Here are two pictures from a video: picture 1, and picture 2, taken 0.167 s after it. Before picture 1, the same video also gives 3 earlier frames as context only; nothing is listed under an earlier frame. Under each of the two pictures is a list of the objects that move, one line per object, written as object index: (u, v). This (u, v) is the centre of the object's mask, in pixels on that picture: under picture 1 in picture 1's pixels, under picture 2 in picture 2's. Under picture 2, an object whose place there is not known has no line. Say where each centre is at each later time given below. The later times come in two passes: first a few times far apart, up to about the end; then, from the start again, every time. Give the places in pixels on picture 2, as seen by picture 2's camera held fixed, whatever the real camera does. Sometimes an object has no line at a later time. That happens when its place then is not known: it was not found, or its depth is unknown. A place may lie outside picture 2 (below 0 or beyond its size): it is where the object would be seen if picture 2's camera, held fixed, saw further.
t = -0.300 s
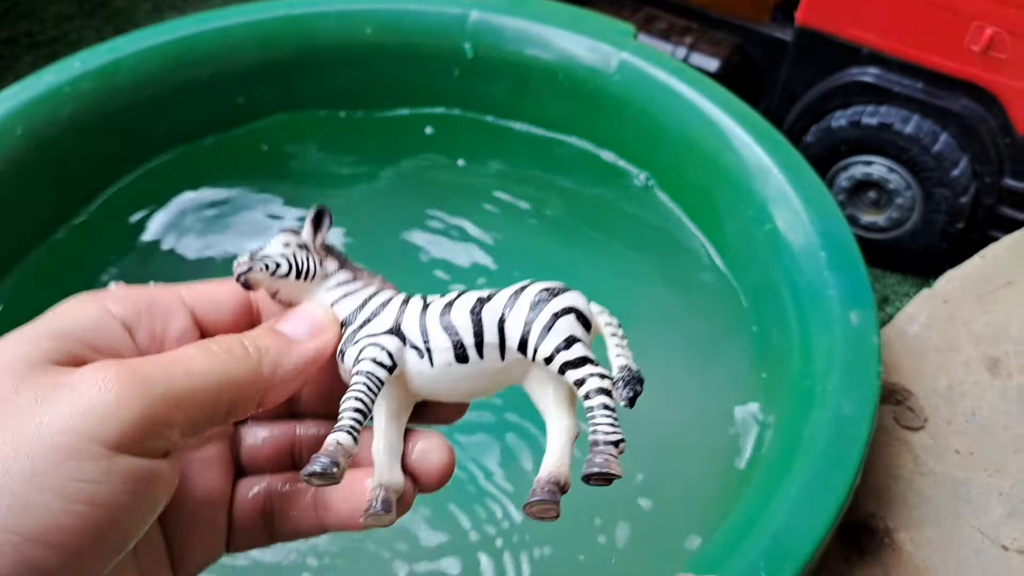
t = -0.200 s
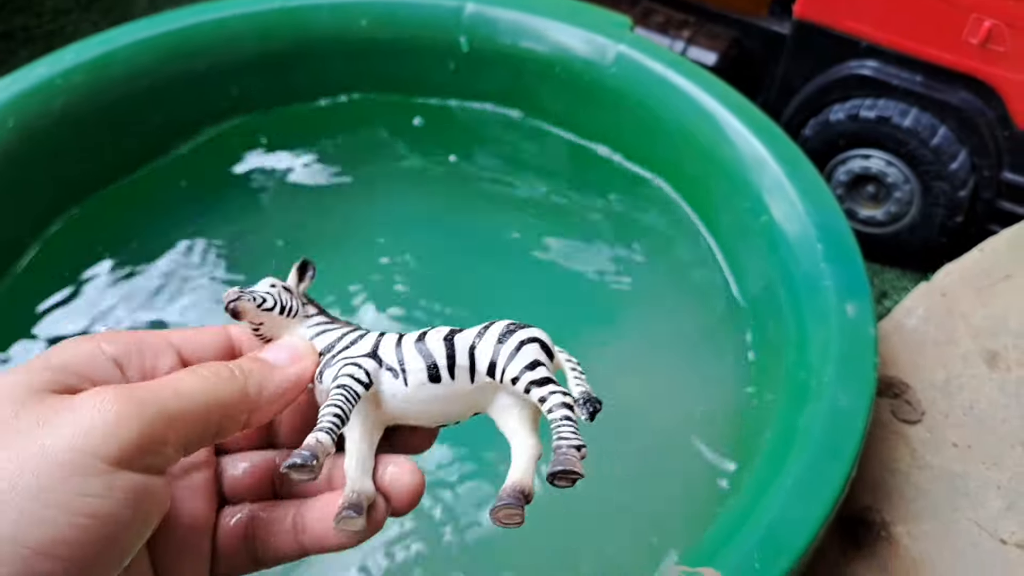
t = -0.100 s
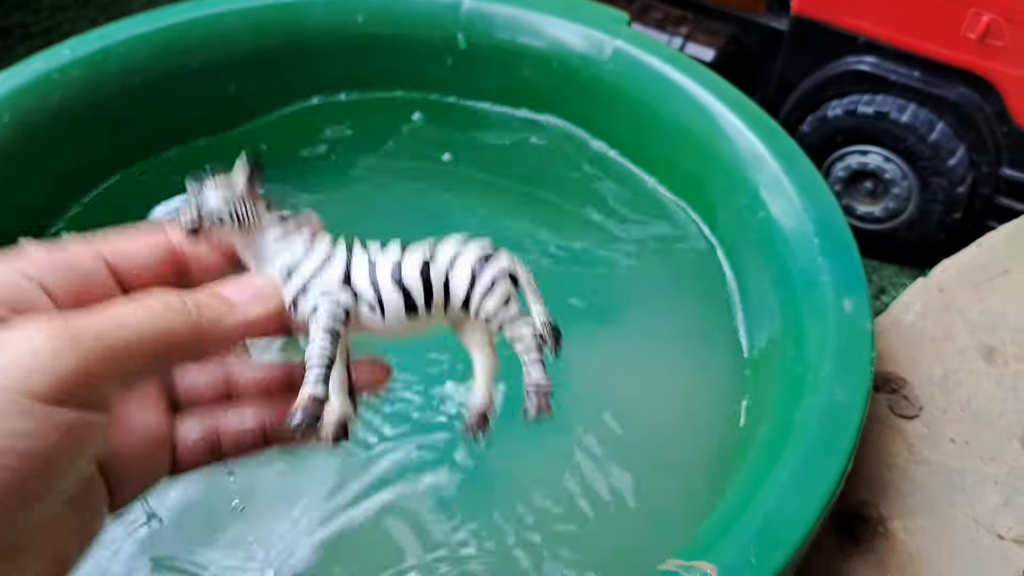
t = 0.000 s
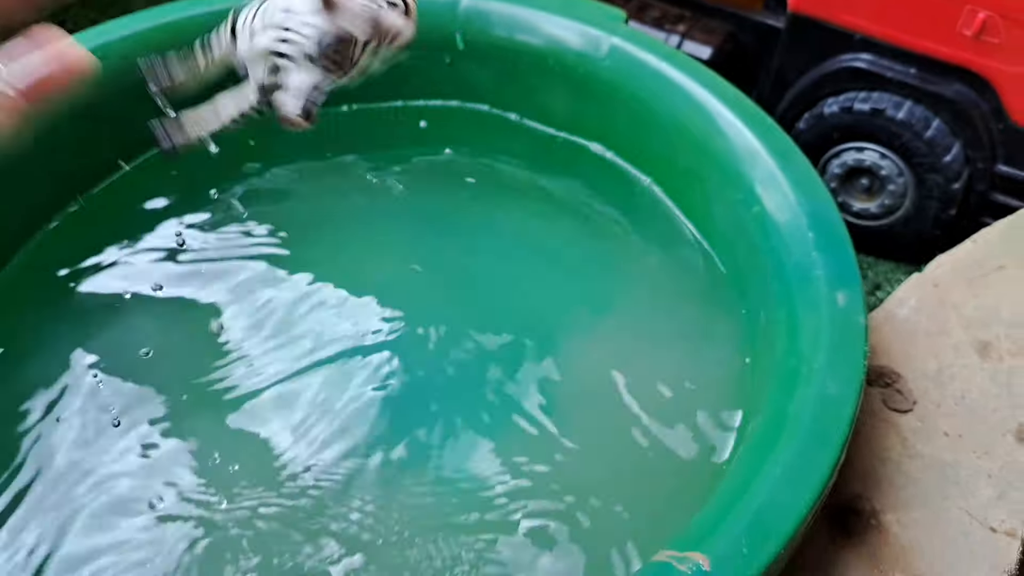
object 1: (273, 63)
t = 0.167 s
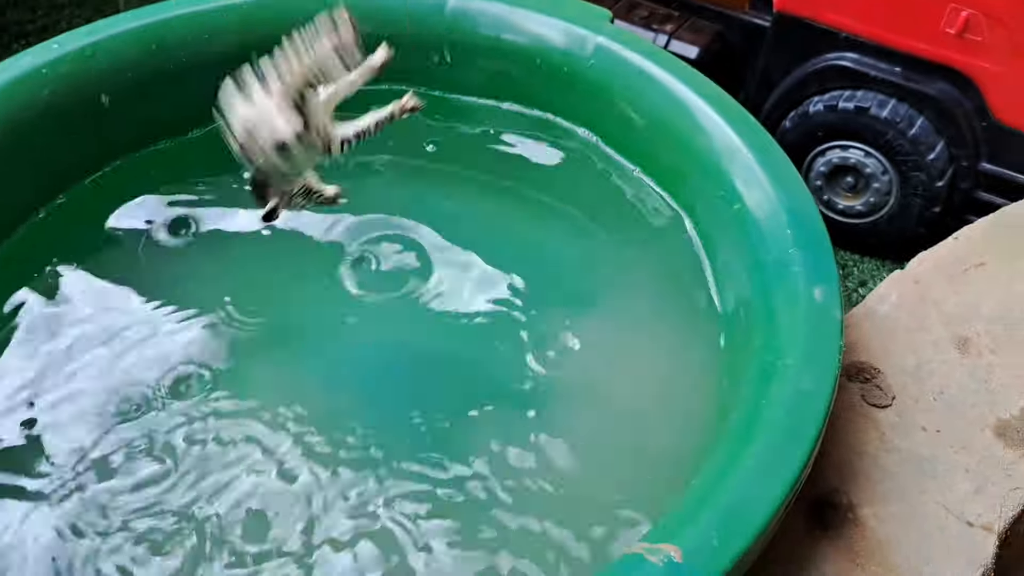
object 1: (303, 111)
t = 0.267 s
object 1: (305, 267)
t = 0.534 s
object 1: (295, 247)
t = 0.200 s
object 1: (336, 206)
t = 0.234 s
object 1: (337, 258)
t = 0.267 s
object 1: (305, 267)
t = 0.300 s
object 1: (334, 277)
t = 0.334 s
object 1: (305, 280)
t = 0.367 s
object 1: (280, 276)
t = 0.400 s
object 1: (303, 274)
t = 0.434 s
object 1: (299, 267)
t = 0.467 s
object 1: (308, 258)
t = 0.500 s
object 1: (296, 250)
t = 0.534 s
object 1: (295, 247)
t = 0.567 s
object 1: (291, 247)
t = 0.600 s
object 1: (282, 248)
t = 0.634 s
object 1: (277, 253)
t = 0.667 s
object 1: (285, 259)
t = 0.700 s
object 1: (281, 259)
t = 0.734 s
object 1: (293, 263)
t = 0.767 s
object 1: (290, 255)
